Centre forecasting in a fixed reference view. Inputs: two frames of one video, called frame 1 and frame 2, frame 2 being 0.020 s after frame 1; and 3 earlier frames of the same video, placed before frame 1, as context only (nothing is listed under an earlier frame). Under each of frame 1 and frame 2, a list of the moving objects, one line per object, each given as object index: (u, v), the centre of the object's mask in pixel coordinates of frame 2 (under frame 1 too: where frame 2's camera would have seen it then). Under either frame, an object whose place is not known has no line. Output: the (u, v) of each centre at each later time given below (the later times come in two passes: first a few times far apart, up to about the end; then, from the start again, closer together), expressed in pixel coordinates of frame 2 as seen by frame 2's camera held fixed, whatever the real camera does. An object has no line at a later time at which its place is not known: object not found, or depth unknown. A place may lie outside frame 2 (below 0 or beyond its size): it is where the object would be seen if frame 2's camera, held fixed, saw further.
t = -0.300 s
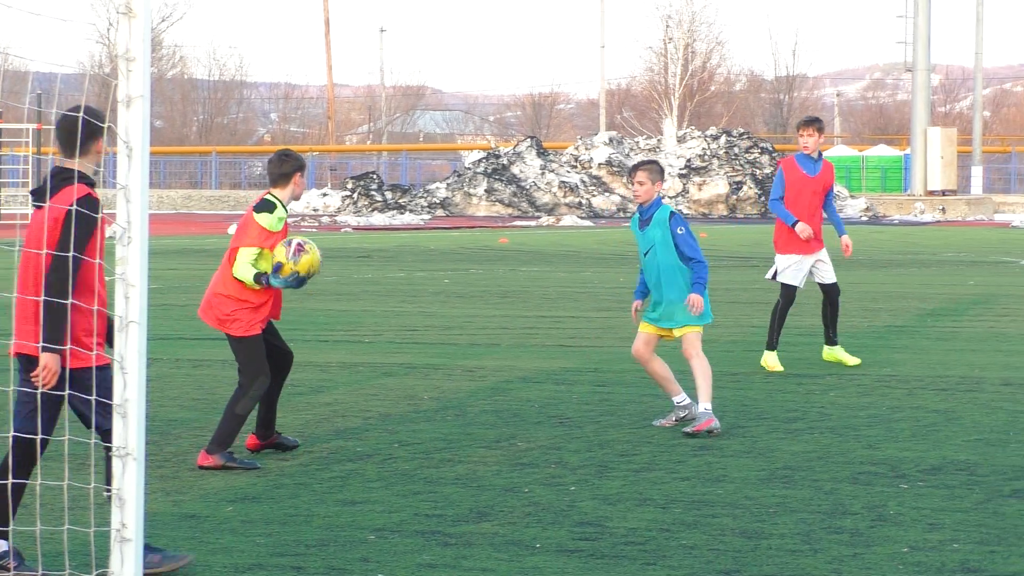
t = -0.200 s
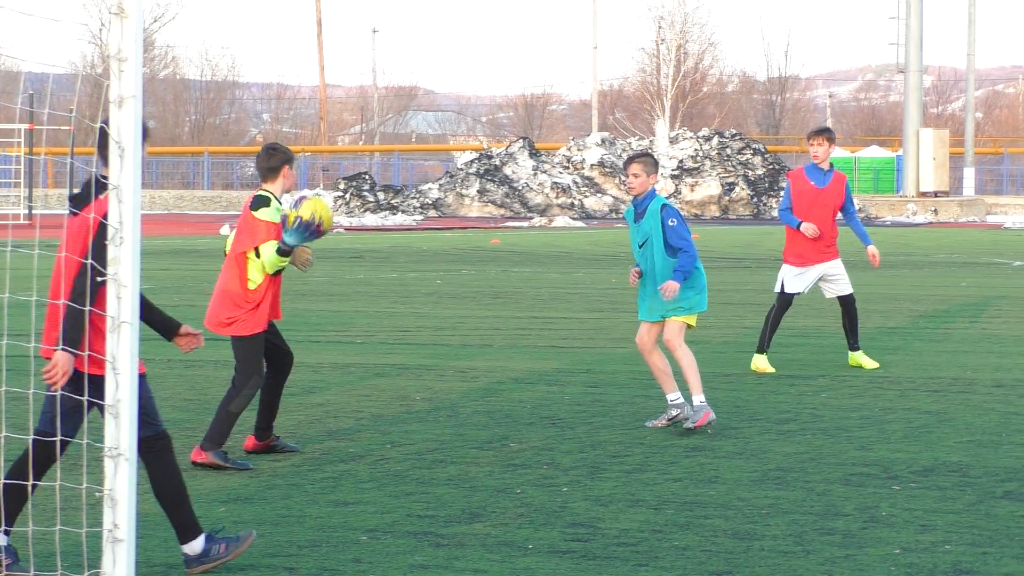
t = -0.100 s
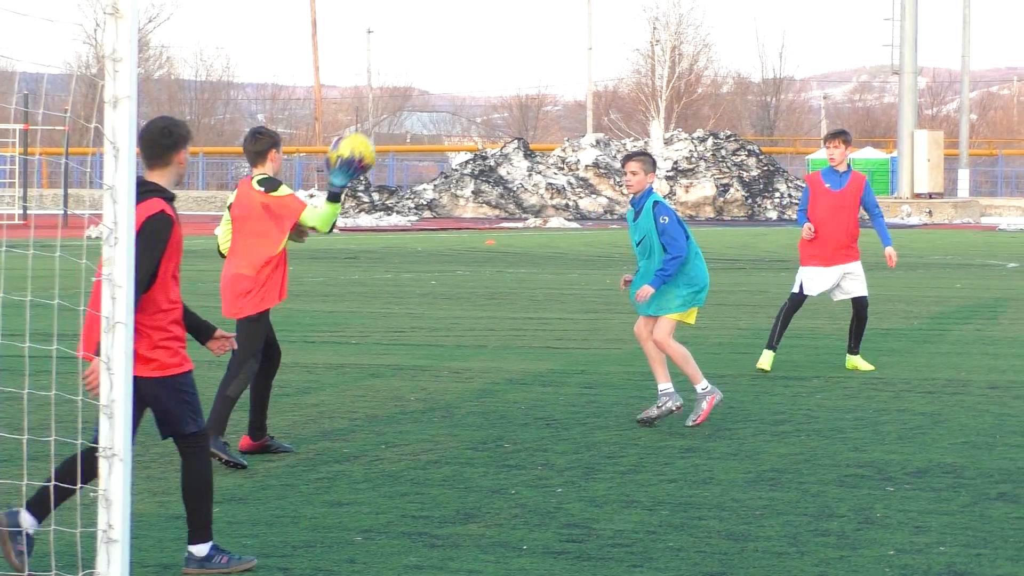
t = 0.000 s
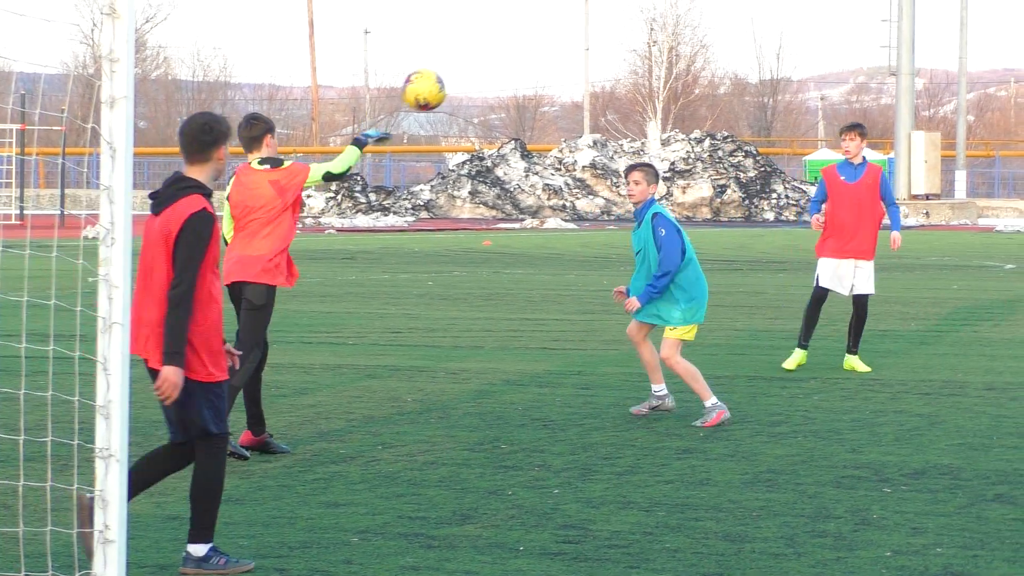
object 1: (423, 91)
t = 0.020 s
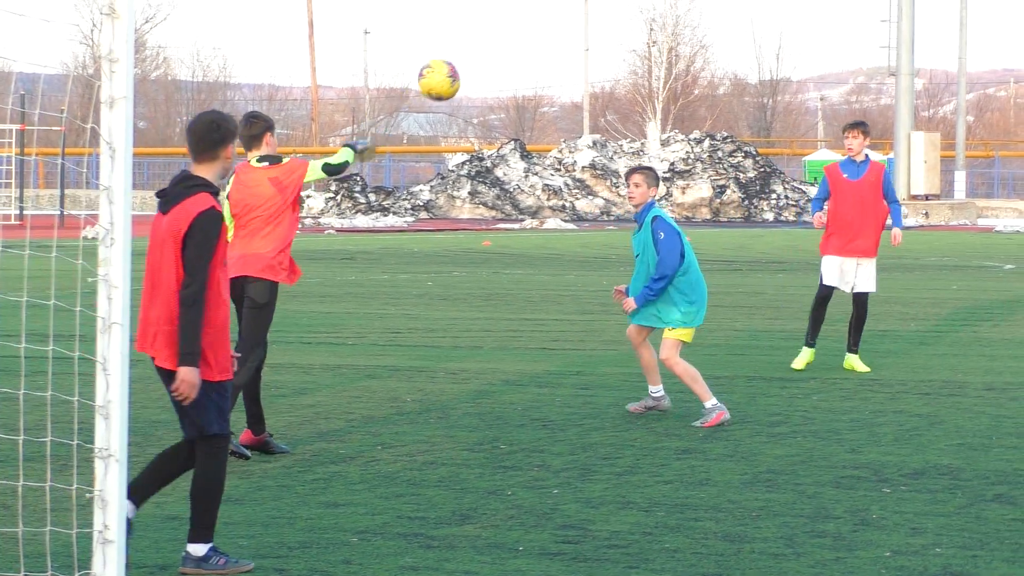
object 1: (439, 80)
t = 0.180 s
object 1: (552, 31)
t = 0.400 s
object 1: (688, 44)
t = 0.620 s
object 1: (803, 129)
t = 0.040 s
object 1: (454, 71)
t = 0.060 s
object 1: (469, 63)
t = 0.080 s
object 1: (483, 55)
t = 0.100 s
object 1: (498, 49)
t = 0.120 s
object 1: (512, 43)
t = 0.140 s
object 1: (526, 38)
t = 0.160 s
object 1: (539, 34)
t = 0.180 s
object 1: (552, 31)
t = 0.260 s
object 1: (604, 26)
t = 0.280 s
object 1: (617, 26)
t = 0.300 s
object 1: (629, 28)
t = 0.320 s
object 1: (641, 30)
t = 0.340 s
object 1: (653, 32)
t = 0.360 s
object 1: (664, 36)
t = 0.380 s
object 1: (676, 40)
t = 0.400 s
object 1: (688, 44)
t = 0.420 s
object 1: (698, 49)
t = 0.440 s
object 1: (709, 54)
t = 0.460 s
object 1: (720, 61)
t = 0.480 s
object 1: (731, 68)
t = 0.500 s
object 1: (742, 75)
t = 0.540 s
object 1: (763, 92)
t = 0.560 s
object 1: (773, 100)
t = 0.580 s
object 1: (783, 109)
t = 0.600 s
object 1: (793, 119)
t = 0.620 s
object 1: (803, 129)
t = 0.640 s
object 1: (812, 139)
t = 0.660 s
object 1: (822, 151)
